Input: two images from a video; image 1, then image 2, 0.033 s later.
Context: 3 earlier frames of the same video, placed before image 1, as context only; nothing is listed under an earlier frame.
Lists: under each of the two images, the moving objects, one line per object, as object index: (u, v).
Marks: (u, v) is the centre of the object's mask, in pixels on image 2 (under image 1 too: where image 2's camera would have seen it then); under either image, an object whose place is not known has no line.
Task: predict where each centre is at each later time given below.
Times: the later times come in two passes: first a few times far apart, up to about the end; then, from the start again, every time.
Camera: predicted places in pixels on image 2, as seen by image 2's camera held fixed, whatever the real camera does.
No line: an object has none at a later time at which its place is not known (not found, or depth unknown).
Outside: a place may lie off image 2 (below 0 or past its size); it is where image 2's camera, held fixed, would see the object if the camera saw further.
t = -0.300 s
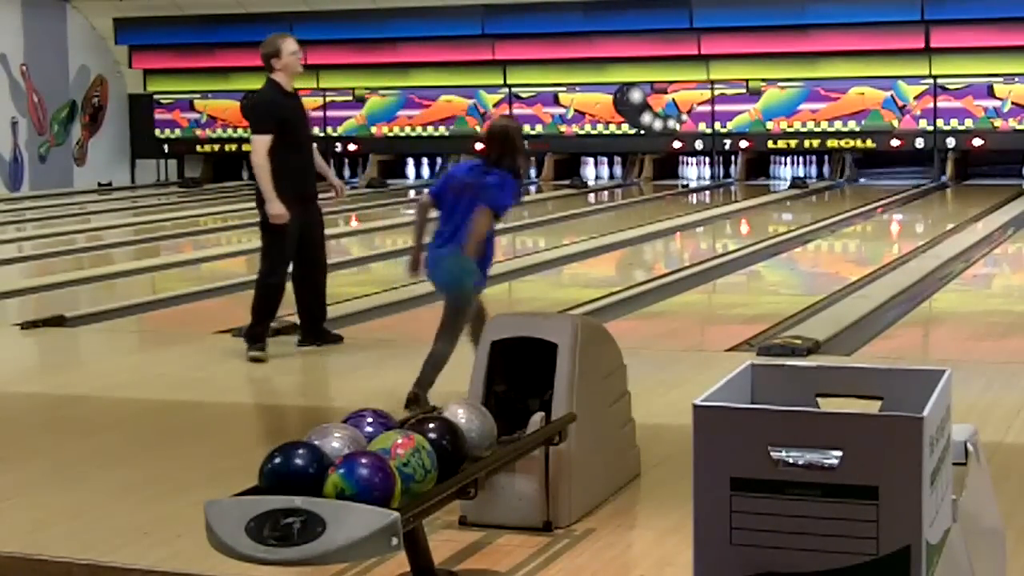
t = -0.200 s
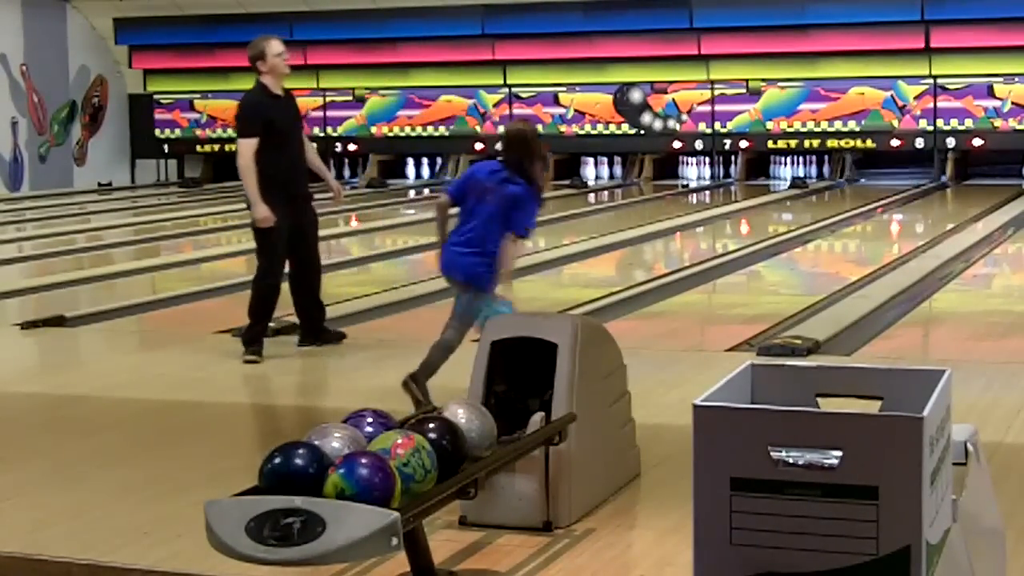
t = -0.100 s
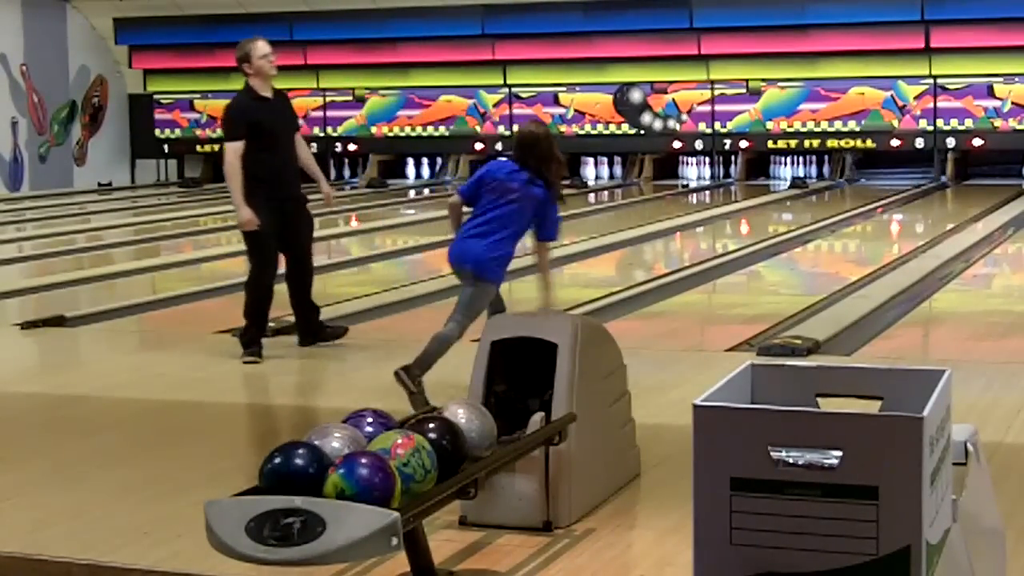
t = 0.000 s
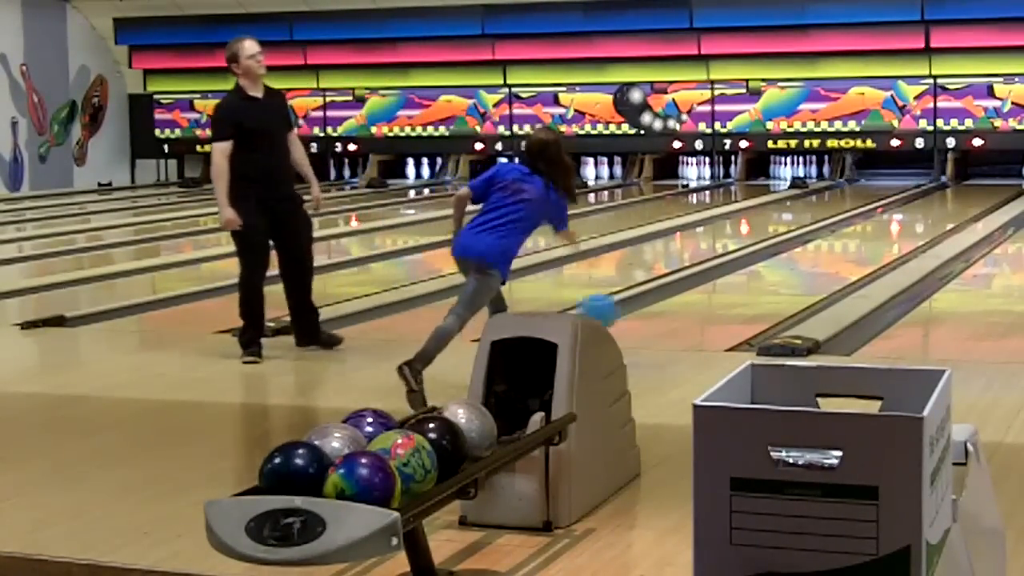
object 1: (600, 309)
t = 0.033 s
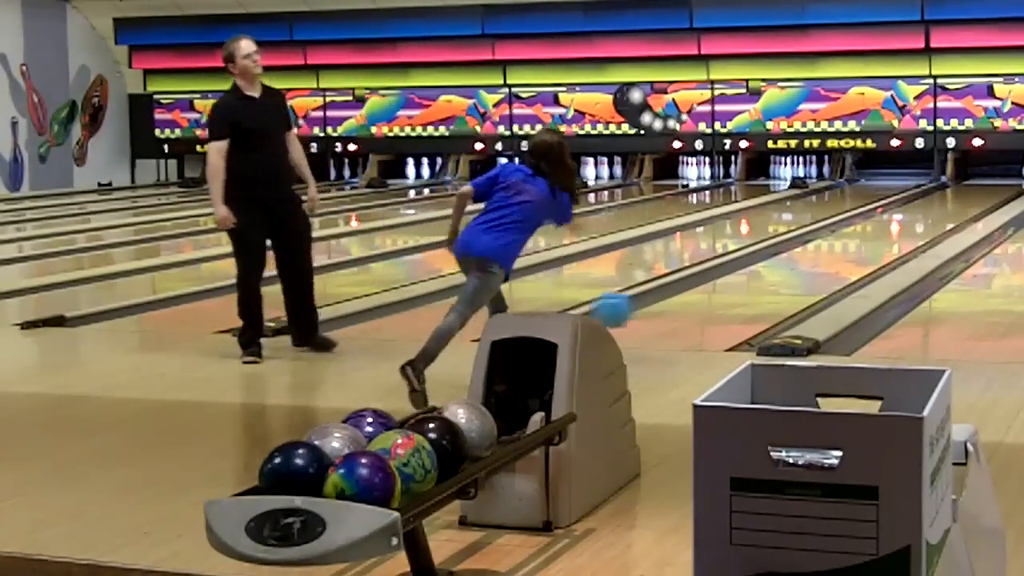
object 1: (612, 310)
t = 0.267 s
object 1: (701, 306)
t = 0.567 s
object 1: (784, 274)
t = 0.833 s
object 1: (839, 253)
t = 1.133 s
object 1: (886, 234)
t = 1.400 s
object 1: (922, 219)
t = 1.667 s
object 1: (950, 208)
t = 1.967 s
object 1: (976, 197)
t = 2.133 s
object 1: (989, 192)
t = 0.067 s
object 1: (627, 309)
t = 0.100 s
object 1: (641, 310)
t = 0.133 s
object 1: (654, 313)
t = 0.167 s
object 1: (667, 319)
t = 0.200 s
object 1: (679, 316)
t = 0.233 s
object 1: (690, 310)
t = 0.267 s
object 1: (701, 306)
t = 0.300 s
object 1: (712, 304)
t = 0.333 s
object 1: (722, 300)
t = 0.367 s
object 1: (732, 296)
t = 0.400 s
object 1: (741, 293)
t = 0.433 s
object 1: (750, 288)
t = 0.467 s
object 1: (759, 285)
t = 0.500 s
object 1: (767, 281)
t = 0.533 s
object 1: (776, 278)
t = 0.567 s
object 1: (784, 274)
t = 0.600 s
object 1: (791, 272)
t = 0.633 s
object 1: (799, 269)
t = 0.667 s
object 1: (806, 266)
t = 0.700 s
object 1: (813, 263)
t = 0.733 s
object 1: (820, 261)
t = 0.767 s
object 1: (826, 258)
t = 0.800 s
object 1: (833, 255)
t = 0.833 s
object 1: (839, 253)
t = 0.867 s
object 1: (845, 251)
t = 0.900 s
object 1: (851, 249)
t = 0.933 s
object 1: (856, 246)
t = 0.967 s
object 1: (862, 244)
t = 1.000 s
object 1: (867, 241)
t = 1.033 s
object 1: (871, 240)
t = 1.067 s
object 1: (877, 238)
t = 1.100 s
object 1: (881, 236)
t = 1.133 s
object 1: (886, 234)
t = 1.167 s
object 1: (892, 231)
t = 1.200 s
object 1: (897, 229)
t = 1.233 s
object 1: (901, 228)
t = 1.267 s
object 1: (905, 226)
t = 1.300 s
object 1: (909, 224)
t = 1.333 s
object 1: (913, 223)
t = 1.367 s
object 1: (917, 221)
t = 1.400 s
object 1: (922, 219)
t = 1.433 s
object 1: (925, 218)
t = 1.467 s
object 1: (929, 217)
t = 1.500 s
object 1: (933, 215)
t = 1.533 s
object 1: (937, 214)
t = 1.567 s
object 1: (940, 212)
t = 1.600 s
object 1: (943, 211)
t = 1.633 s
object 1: (946, 210)
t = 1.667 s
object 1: (950, 208)
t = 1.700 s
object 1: (953, 207)
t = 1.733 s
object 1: (956, 205)
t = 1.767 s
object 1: (959, 204)
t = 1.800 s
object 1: (962, 203)
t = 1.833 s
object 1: (965, 202)
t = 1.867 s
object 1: (967, 201)
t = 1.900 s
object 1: (971, 199)
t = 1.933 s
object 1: (974, 198)
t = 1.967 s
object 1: (976, 197)
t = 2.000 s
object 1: (979, 196)
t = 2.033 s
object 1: (981, 195)
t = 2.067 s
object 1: (984, 194)
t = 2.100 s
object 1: (987, 193)
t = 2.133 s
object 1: (989, 192)
